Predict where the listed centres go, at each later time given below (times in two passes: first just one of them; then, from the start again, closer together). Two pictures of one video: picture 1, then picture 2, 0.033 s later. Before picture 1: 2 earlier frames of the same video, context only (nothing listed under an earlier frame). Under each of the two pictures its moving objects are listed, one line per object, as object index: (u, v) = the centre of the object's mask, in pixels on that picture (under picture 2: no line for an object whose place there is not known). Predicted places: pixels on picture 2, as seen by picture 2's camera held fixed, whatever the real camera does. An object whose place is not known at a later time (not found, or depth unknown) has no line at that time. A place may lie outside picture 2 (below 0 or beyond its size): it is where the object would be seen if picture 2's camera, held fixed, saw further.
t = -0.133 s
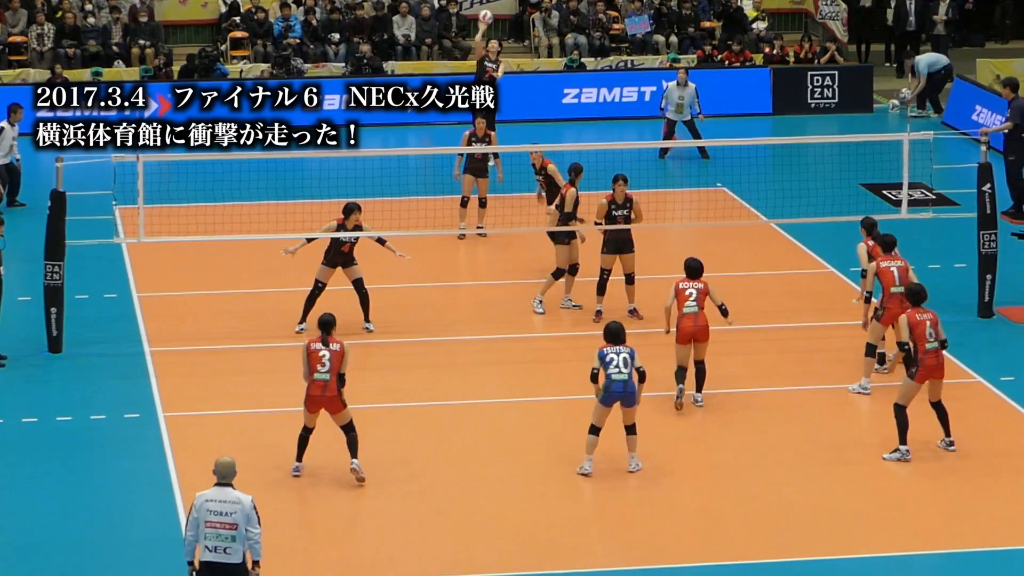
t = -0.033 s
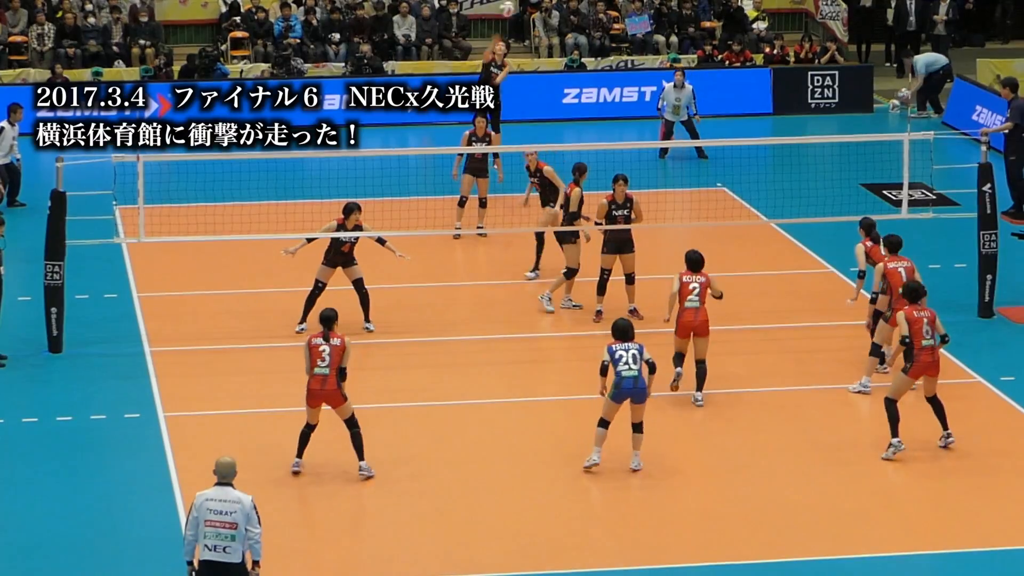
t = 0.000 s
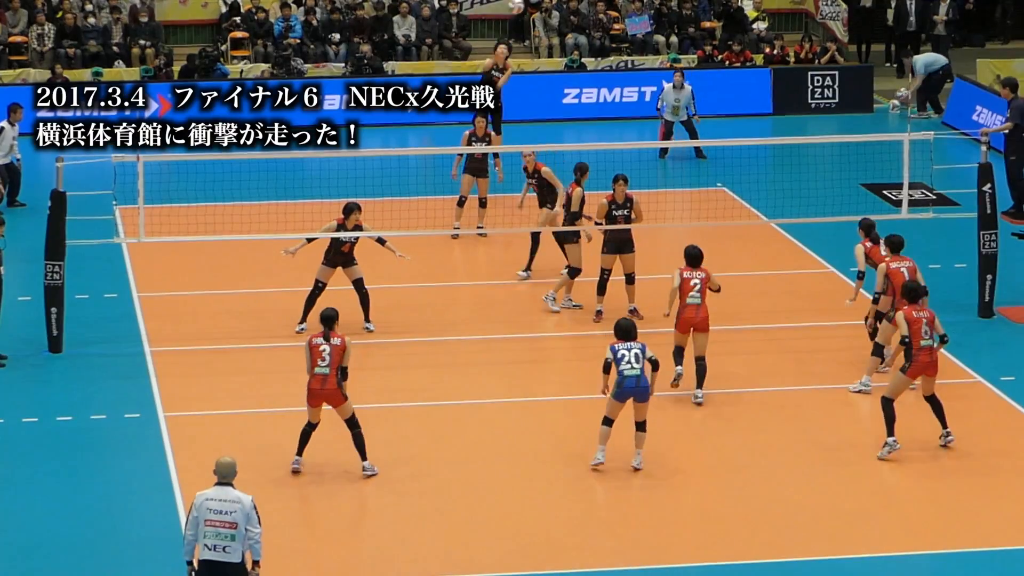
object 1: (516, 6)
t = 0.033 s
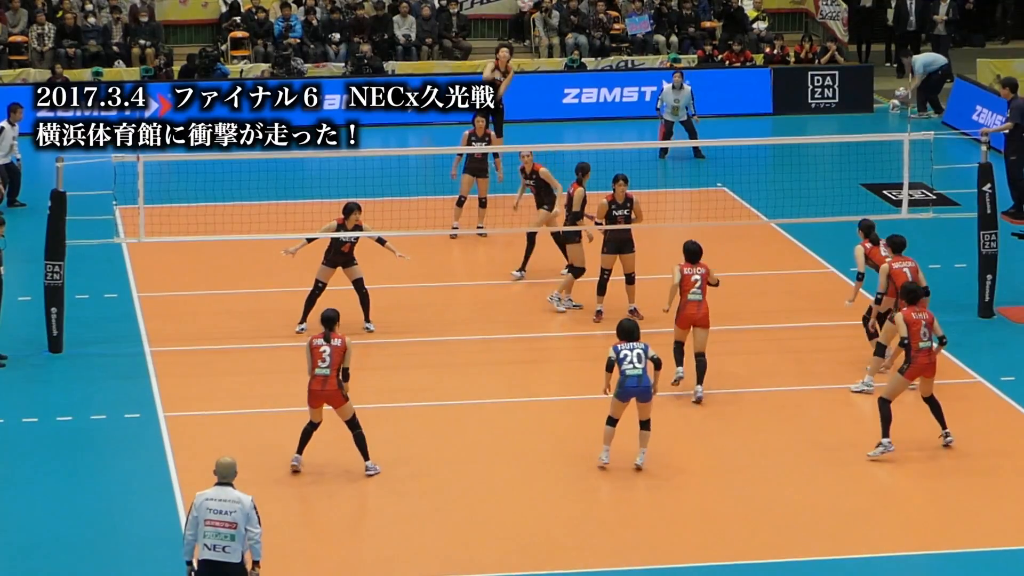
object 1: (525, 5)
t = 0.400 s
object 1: (646, 32)
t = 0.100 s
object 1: (546, 4)
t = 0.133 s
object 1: (553, 4)
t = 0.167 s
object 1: (562, 4)
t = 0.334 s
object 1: (620, 19)
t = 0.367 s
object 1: (632, 25)
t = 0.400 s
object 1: (646, 32)
